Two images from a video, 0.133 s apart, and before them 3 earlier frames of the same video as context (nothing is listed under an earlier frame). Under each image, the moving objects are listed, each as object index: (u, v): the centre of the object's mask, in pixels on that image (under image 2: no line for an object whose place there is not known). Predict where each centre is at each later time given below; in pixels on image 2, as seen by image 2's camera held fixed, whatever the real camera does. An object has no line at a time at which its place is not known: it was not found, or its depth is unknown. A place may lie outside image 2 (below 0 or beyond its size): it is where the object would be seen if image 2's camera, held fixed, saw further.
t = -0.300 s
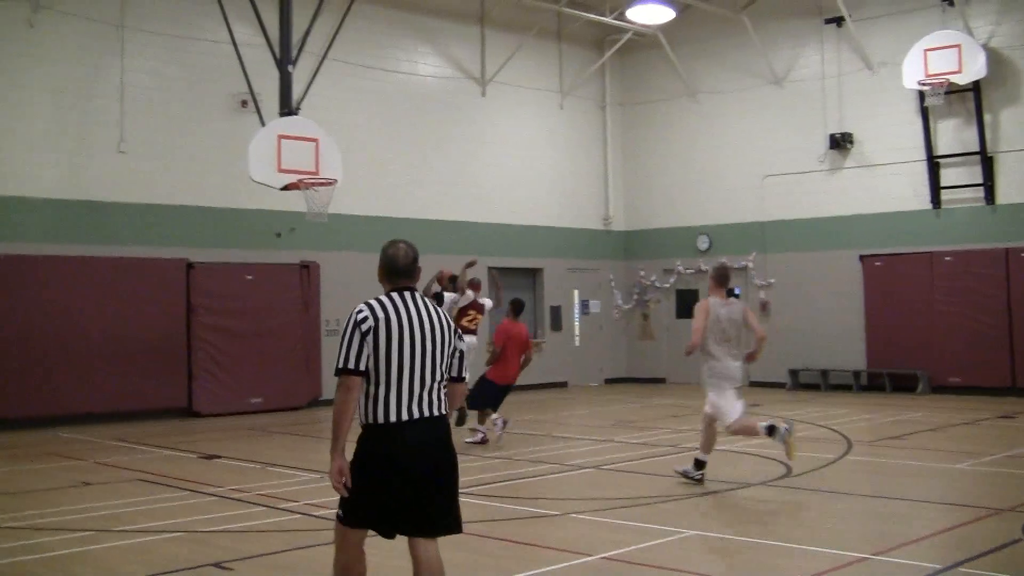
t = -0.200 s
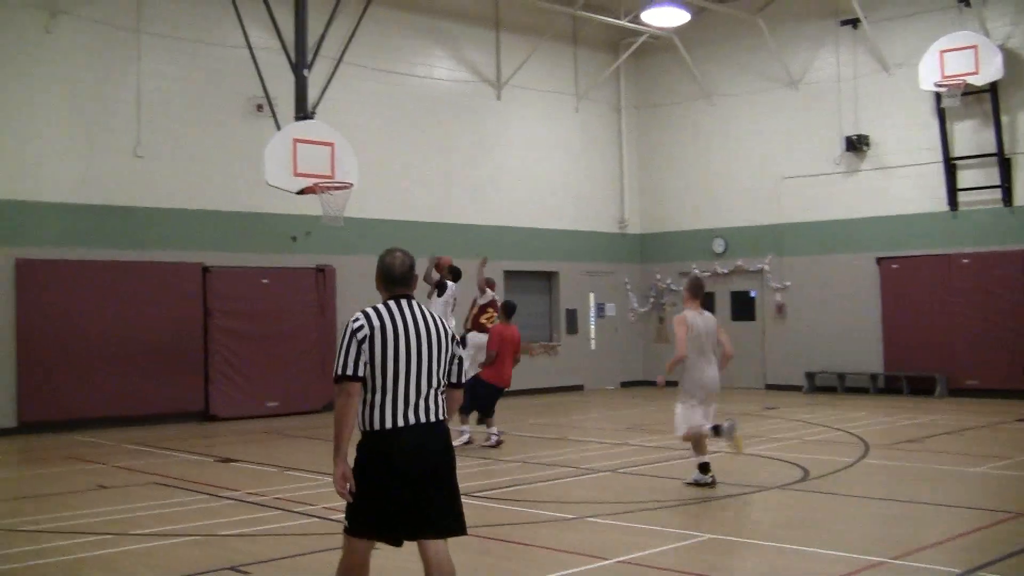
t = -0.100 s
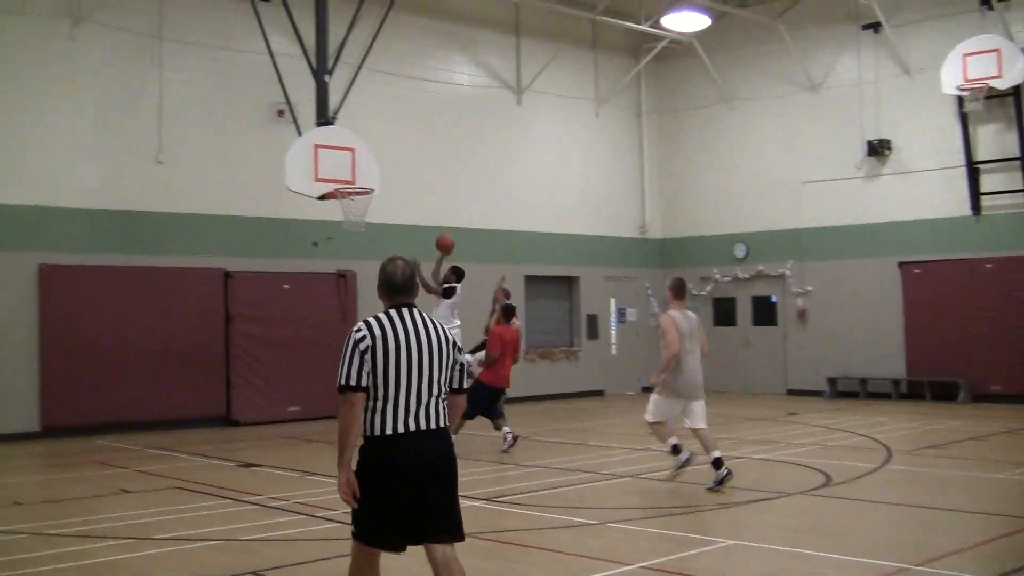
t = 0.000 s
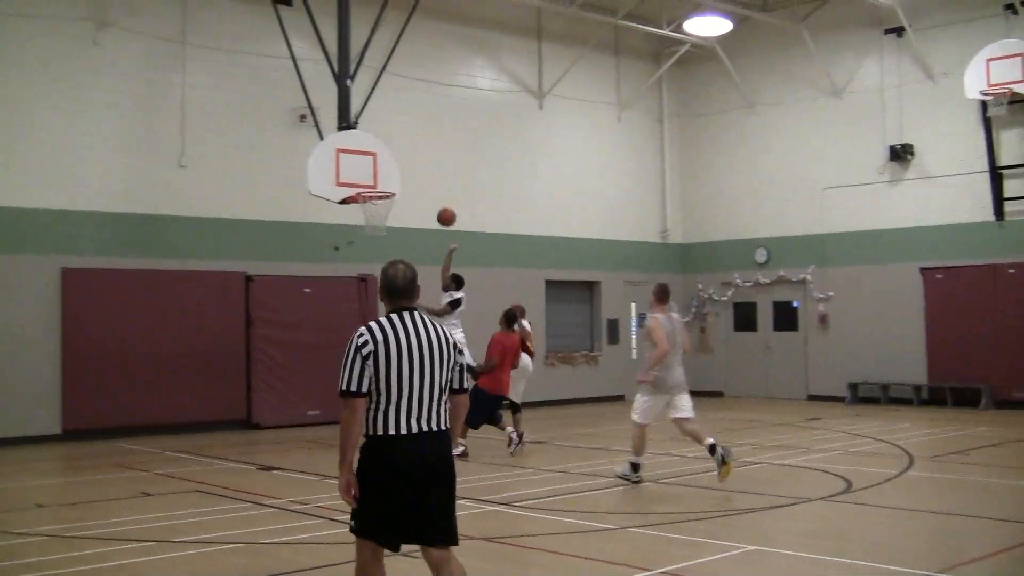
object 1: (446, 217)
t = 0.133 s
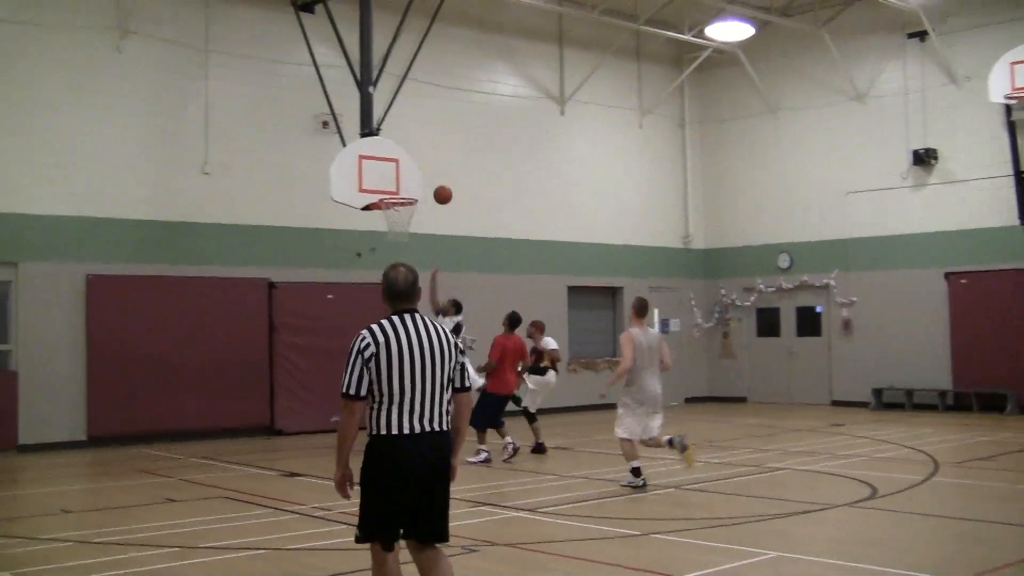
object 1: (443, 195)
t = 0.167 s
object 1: (436, 190)
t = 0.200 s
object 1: (430, 186)
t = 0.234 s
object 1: (423, 183)
